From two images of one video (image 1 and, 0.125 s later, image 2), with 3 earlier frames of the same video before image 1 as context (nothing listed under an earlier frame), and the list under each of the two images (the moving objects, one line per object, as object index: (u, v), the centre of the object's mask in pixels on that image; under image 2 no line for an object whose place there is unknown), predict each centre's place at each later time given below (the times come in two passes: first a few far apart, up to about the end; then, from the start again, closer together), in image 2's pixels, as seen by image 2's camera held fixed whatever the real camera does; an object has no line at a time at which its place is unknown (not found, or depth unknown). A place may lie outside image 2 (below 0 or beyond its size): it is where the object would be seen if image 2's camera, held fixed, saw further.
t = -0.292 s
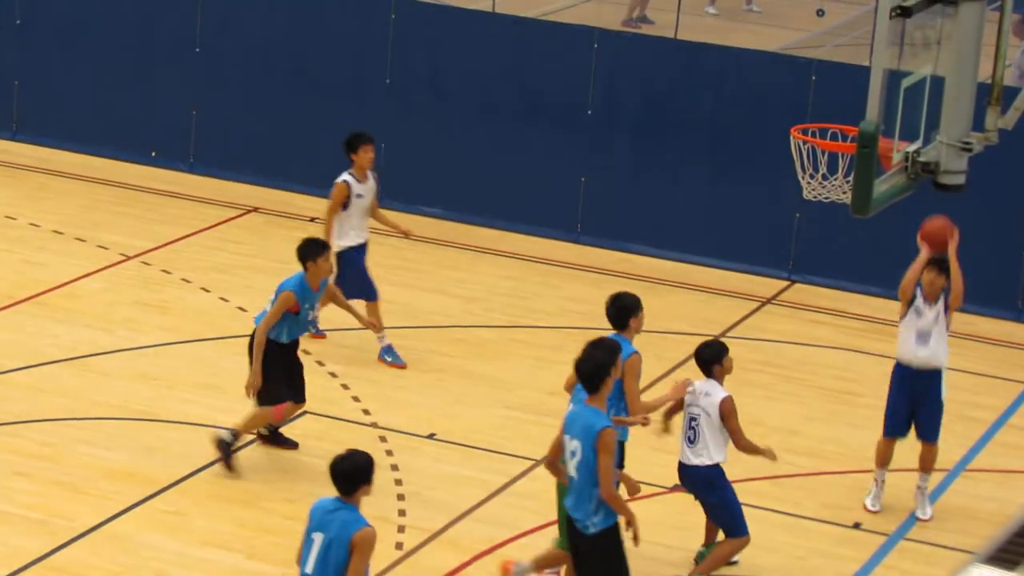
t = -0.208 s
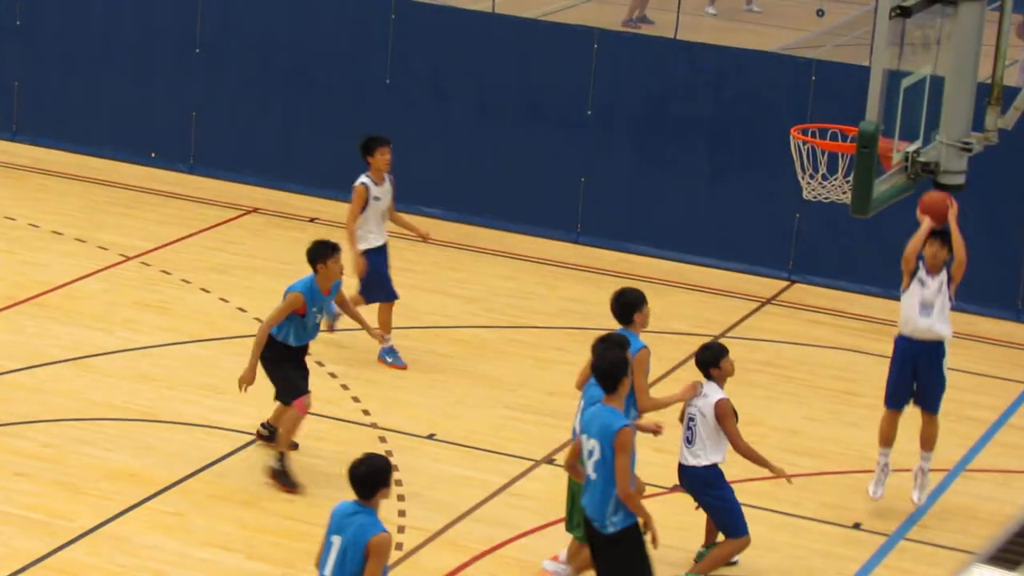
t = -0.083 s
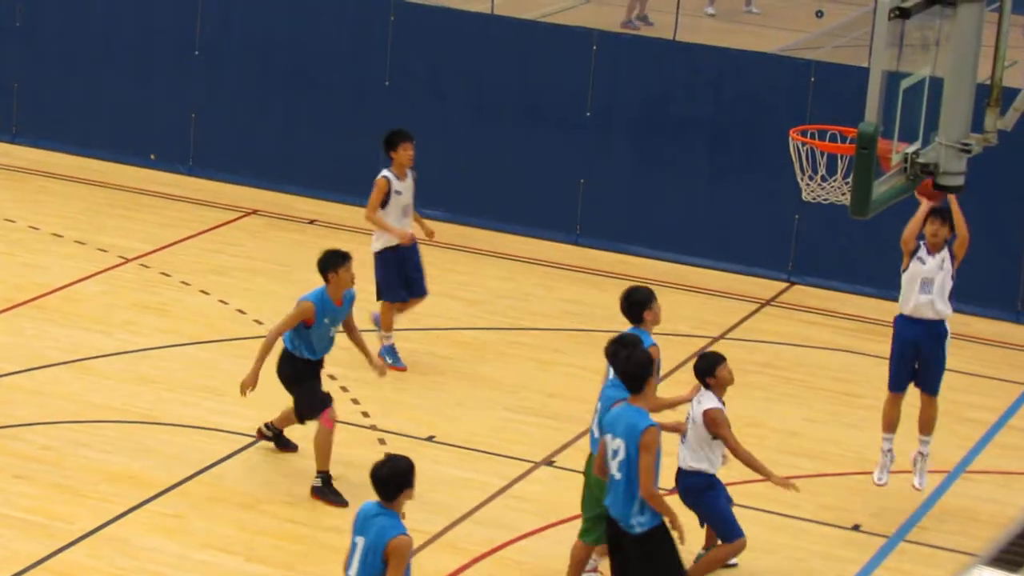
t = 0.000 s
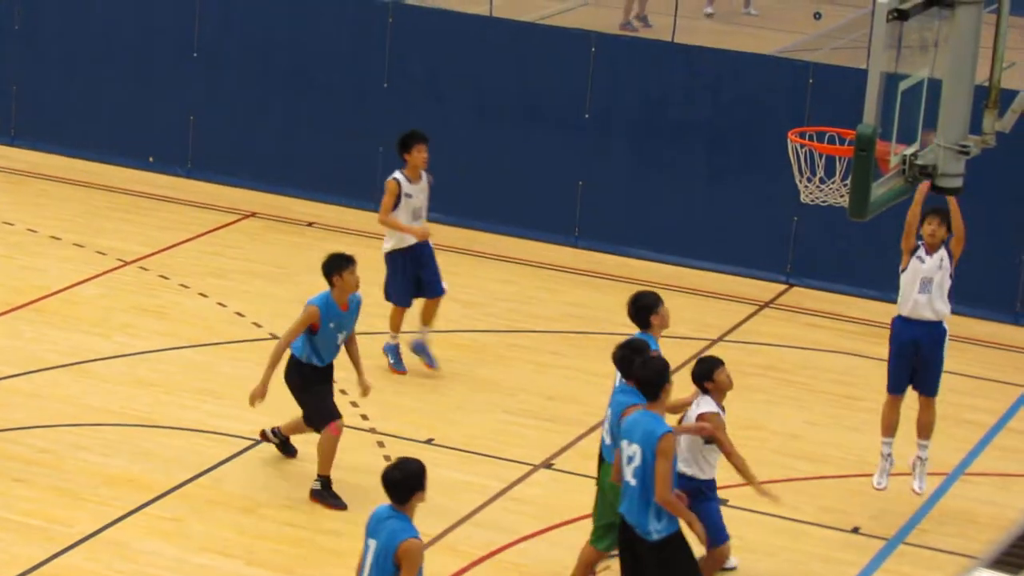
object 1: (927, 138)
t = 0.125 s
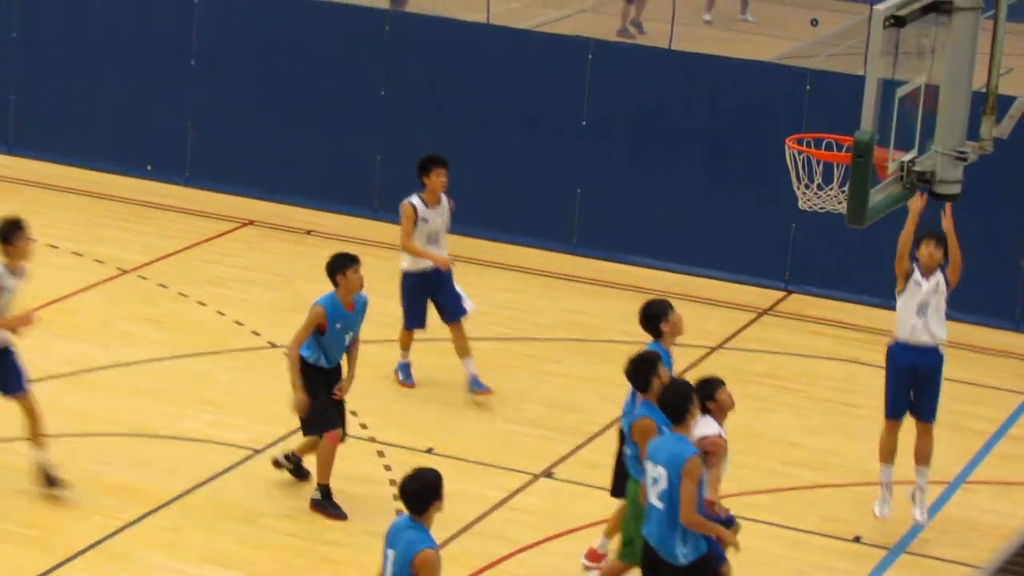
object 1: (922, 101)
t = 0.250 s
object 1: (910, 50)
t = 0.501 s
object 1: (892, 38)
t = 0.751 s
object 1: (836, 123)
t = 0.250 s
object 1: (910, 50)
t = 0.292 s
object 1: (908, 41)
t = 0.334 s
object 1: (904, 37)
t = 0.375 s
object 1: (902, 36)
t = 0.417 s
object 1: (898, 35)
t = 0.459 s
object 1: (894, 36)
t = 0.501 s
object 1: (892, 38)
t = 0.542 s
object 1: (870, 37)
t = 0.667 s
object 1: (849, 81)
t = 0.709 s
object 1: (843, 101)
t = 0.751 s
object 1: (836, 123)
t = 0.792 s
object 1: (826, 150)
